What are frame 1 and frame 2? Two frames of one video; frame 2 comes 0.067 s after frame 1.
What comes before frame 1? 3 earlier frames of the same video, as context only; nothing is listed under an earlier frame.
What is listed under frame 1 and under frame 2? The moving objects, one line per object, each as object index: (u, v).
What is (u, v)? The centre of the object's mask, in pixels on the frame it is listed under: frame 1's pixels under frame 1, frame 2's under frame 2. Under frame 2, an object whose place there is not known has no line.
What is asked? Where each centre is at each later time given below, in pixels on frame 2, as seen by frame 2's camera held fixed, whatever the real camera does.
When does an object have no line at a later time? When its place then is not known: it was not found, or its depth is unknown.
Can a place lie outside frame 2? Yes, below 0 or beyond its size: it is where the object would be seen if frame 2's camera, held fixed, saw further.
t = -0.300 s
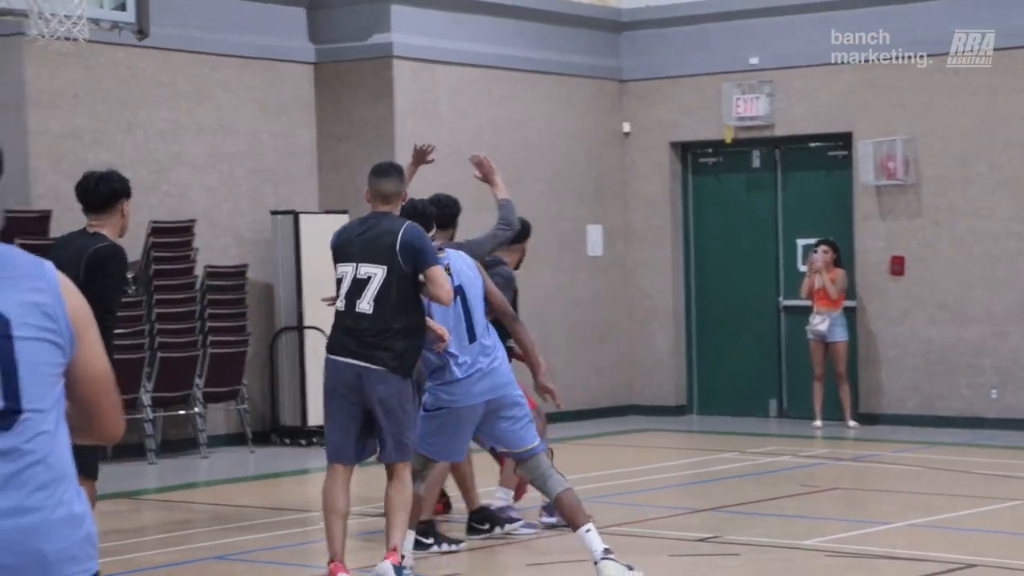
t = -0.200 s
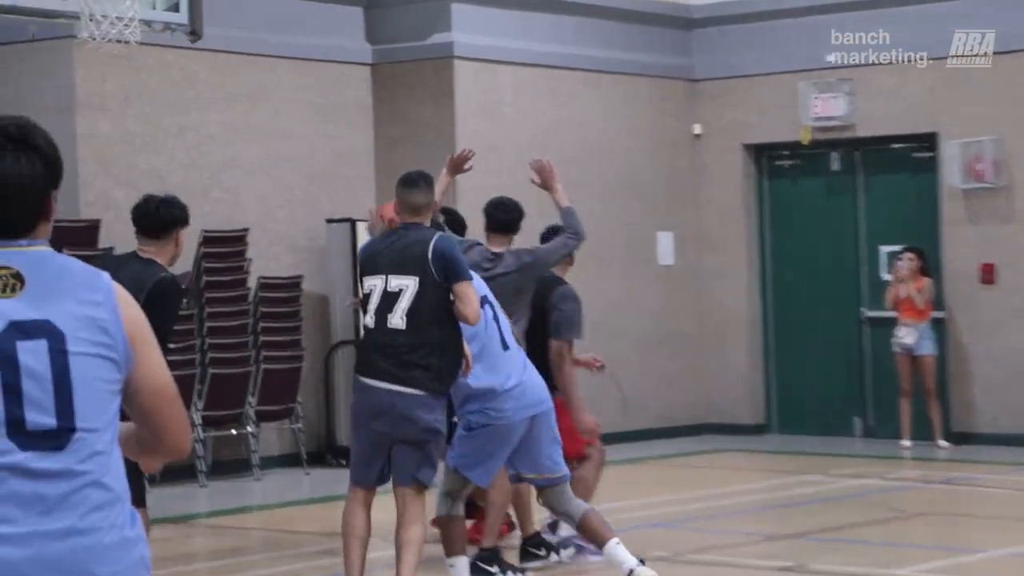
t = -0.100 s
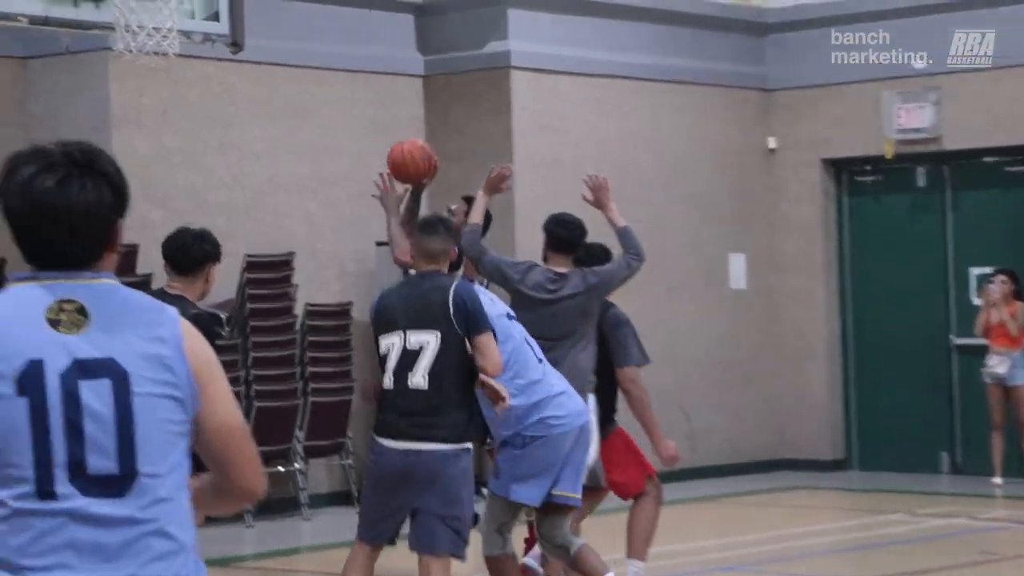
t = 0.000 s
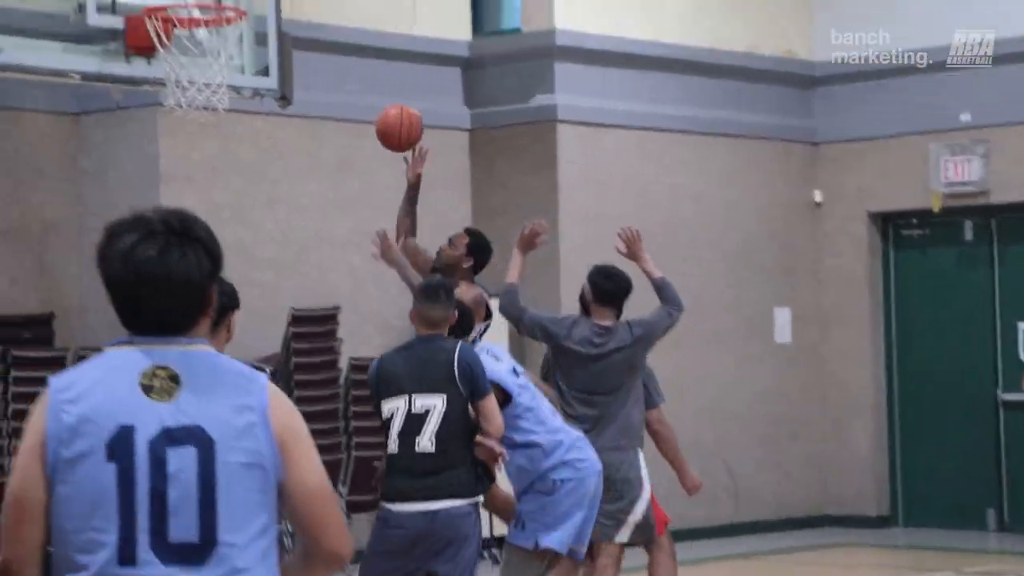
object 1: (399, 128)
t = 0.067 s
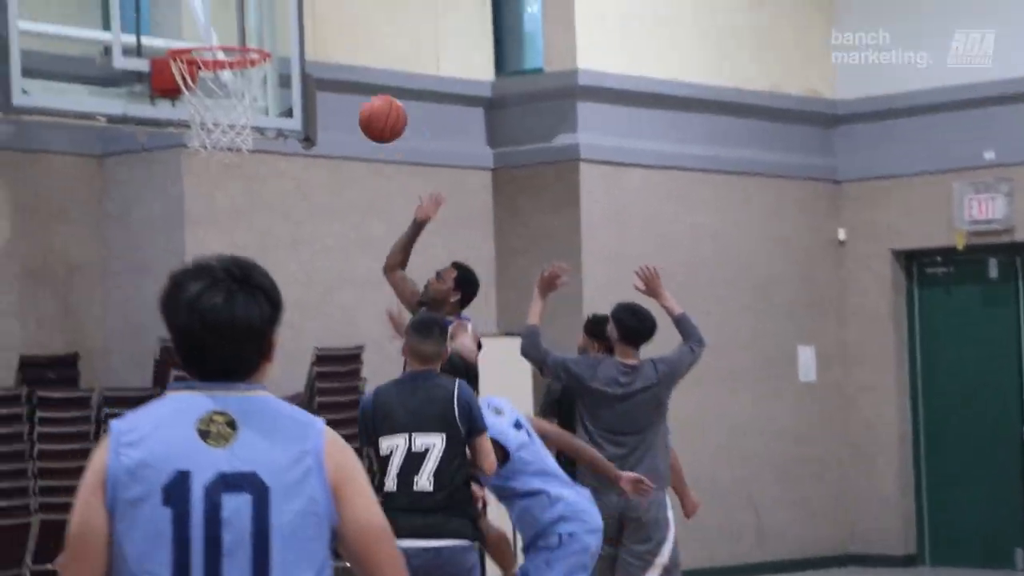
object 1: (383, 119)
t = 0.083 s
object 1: (372, 107)
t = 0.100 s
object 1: (362, 98)
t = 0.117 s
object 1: (352, 88)
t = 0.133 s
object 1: (342, 78)
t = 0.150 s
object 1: (332, 69)
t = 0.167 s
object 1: (322, 61)
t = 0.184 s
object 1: (312, 53)
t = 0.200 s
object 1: (302, 46)
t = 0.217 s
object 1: (292, 39)
